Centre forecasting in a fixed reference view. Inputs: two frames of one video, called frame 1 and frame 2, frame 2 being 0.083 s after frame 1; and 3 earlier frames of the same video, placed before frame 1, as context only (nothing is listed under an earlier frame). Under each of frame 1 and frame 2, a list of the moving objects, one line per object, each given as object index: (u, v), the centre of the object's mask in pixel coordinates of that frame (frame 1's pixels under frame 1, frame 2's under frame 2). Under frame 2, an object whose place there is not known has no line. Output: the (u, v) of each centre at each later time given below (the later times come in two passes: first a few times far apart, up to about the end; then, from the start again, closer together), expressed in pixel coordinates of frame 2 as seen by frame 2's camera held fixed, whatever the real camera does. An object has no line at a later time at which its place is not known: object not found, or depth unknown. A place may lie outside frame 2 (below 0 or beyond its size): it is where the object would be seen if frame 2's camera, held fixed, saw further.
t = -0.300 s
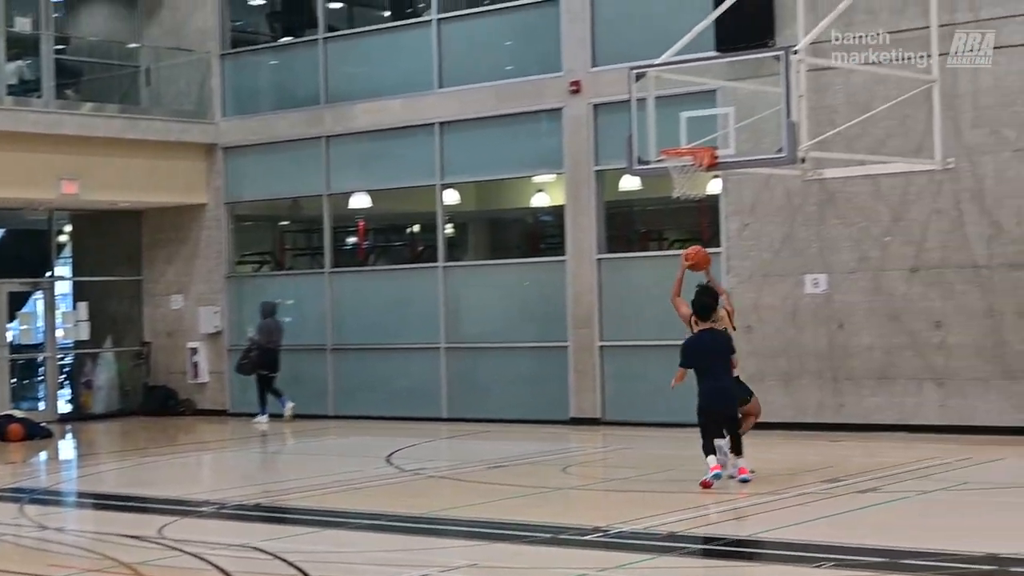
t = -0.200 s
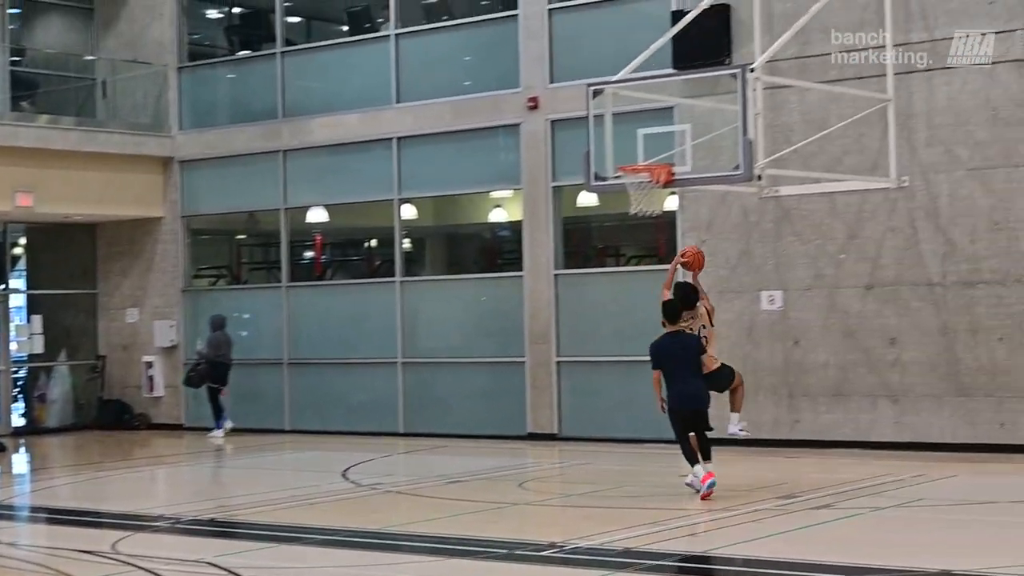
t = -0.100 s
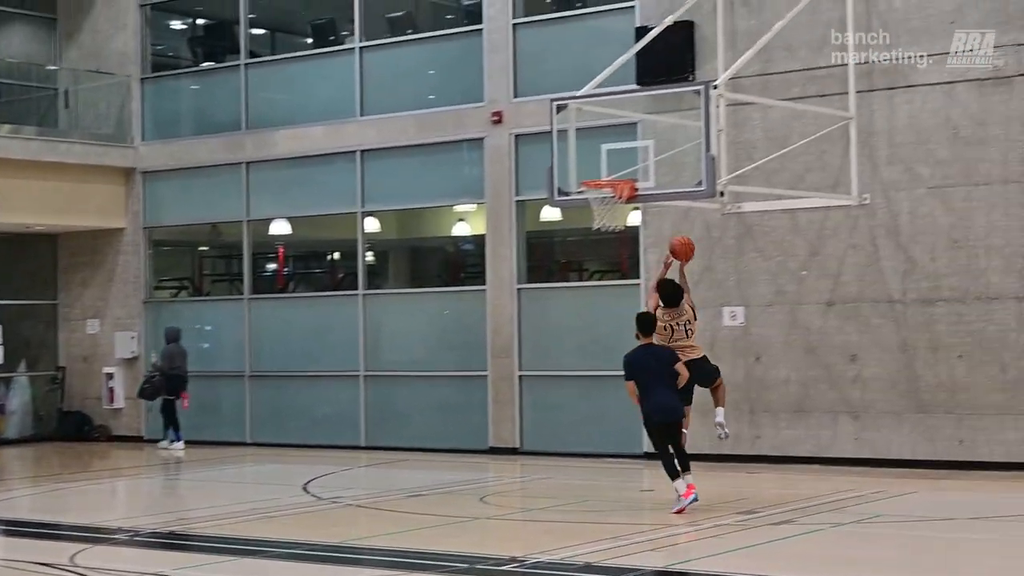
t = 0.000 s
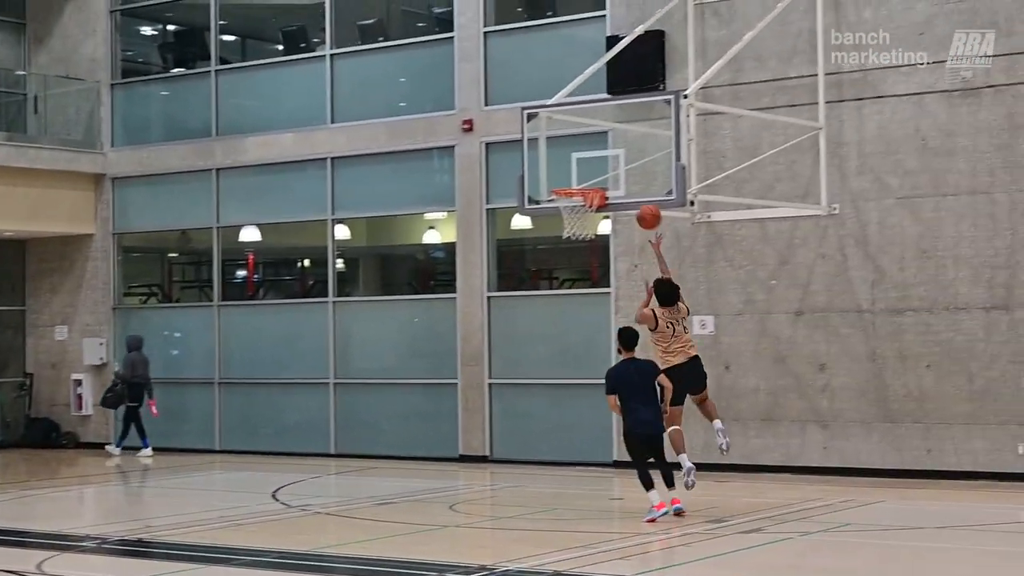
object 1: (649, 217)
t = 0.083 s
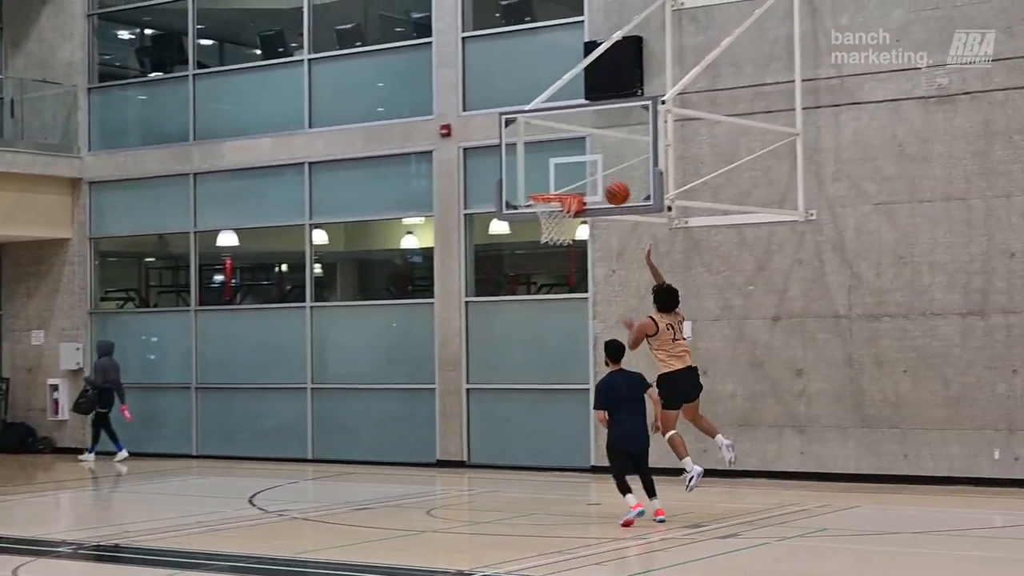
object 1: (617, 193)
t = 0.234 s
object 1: (603, 159)
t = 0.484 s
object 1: (576, 154)
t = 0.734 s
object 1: (549, 208)
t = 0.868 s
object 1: (542, 246)
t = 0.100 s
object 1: (616, 188)
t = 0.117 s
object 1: (614, 184)
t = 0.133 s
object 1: (613, 179)
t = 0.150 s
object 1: (611, 175)
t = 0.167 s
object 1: (609, 172)
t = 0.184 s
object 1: (608, 168)
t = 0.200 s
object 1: (606, 165)
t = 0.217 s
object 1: (604, 162)
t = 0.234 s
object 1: (603, 159)
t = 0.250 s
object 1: (601, 157)
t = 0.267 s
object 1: (599, 154)
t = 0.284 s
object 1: (598, 153)
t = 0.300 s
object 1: (596, 152)
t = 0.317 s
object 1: (595, 151)
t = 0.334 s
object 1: (593, 150)
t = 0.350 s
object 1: (591, 149)
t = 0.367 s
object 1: (590, 149)
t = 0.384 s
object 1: (588, 149)
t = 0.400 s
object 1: (586, 149)
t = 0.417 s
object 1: (584, 149)
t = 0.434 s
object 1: (582, 150)
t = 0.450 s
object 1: (580, 151)
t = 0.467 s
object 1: (578, 152)
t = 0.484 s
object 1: (576, 154)
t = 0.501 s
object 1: (575, 155)
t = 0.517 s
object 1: (572, 157)
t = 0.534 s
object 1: (571, 159)
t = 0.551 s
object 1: (569, 162)
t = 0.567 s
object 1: (567, 165)
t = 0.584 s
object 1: (565, 168)
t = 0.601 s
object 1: (563, 171)
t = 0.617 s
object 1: (562, 175)
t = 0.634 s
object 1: (560, 179)
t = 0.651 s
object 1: (558, 182)
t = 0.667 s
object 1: (556, 185)
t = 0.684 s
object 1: (554, 187)
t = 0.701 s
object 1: (553, 188)
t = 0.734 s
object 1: (549, 208)
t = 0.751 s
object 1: (547, 213)
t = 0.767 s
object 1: (546, 220)
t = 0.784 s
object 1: (545, 224)
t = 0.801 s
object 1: (545, 227)
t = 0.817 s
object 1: (546, 236)
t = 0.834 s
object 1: (543, 239)
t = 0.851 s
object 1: (543, 242)
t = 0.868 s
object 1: (542, 246)
